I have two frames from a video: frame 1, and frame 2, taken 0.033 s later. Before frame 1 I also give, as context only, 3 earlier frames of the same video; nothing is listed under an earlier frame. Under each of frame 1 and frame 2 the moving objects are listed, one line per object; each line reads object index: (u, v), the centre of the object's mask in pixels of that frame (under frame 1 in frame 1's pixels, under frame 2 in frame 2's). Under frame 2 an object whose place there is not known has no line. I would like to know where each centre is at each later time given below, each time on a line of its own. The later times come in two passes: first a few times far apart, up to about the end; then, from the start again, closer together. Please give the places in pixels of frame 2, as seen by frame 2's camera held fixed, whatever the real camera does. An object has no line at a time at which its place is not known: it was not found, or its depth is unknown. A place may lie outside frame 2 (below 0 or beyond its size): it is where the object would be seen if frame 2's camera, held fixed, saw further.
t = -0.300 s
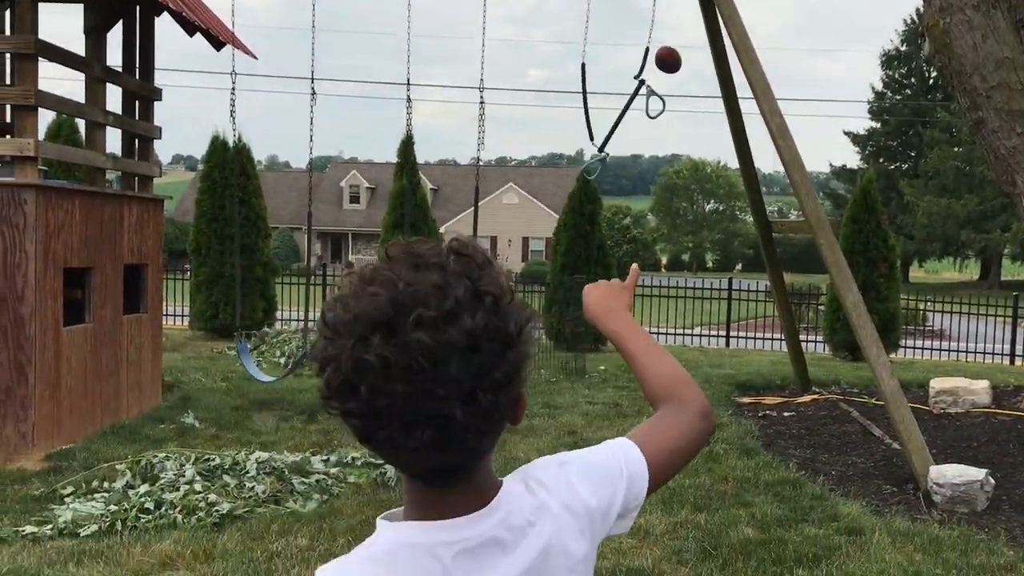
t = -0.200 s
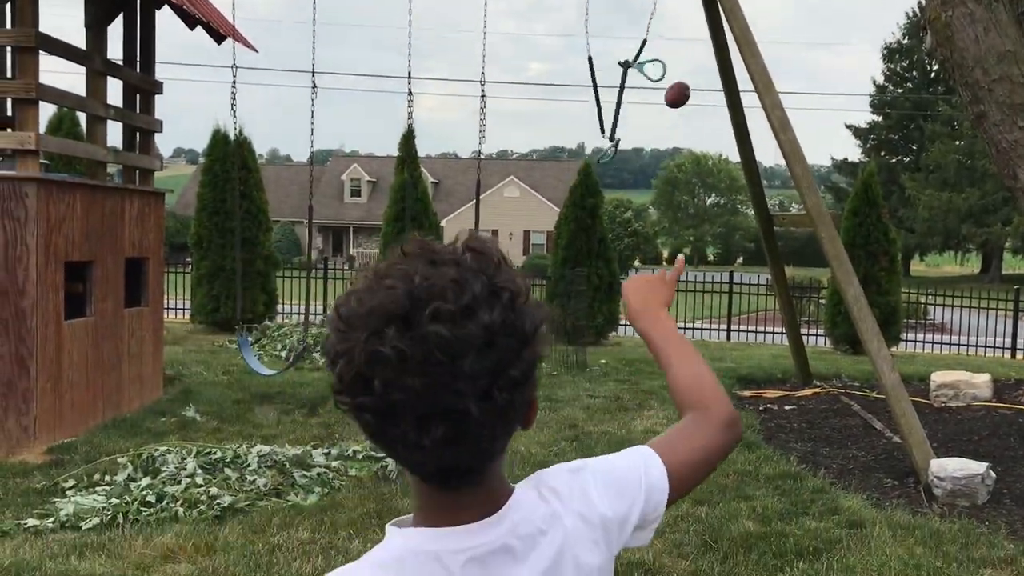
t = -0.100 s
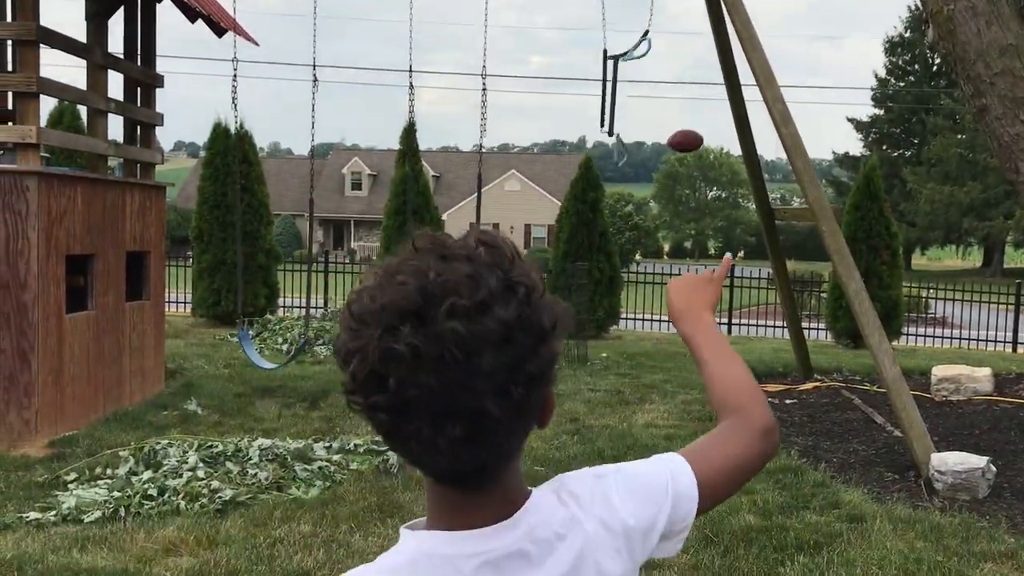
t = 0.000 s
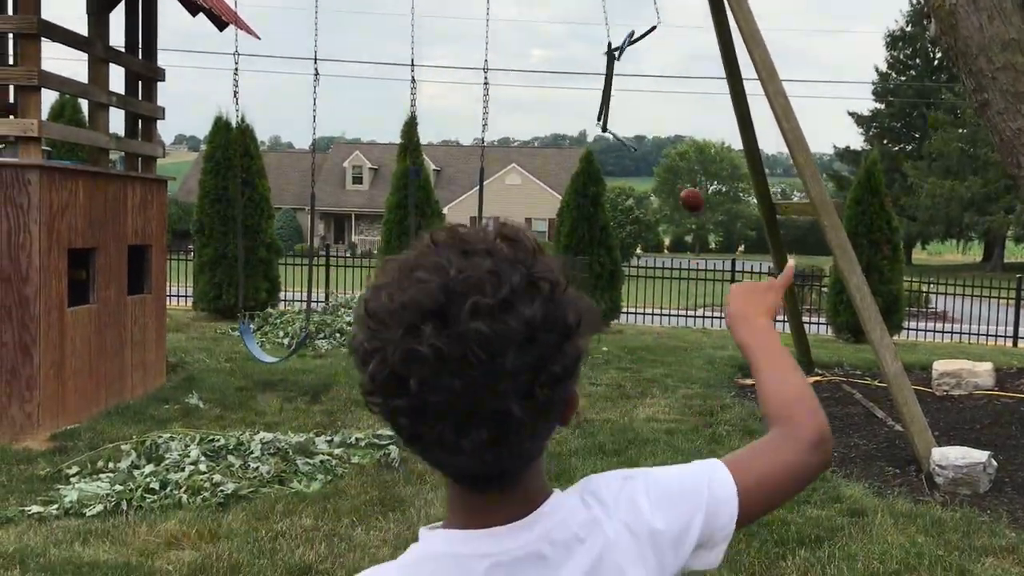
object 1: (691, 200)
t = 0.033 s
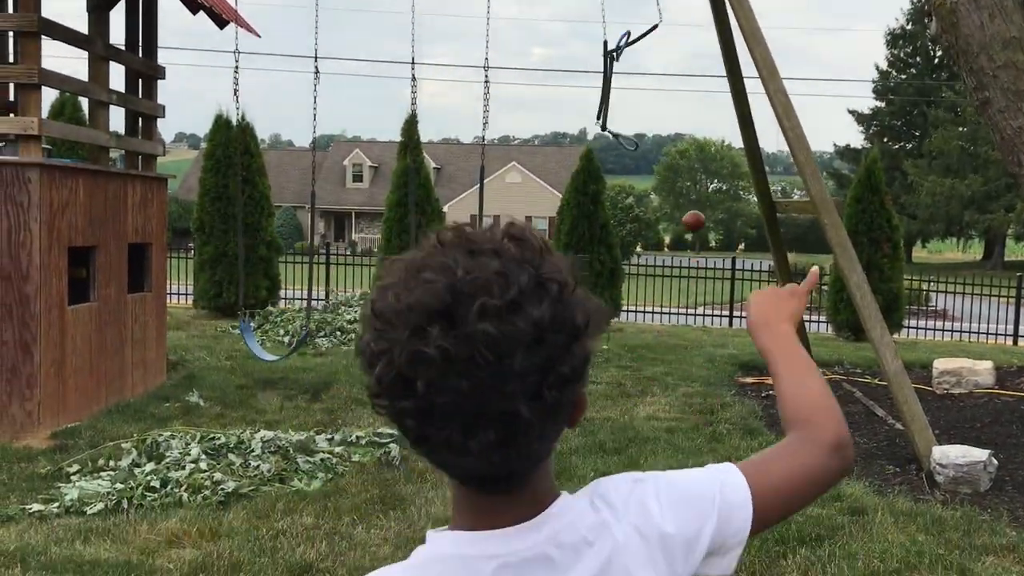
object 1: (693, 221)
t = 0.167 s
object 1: (696, 321)
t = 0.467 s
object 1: (686, 296)
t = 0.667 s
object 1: (672, 284)
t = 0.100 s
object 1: (696, 271)
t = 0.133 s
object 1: (699, 298)
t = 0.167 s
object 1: (696, 321)
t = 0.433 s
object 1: (688, 302)
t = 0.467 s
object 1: (686, 296)
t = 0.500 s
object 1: (684, 290)
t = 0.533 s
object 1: (680, 286)
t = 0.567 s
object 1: (678, 283)
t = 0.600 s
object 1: (675, 281)
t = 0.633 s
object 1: (672, 282)
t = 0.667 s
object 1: (672, 284)
